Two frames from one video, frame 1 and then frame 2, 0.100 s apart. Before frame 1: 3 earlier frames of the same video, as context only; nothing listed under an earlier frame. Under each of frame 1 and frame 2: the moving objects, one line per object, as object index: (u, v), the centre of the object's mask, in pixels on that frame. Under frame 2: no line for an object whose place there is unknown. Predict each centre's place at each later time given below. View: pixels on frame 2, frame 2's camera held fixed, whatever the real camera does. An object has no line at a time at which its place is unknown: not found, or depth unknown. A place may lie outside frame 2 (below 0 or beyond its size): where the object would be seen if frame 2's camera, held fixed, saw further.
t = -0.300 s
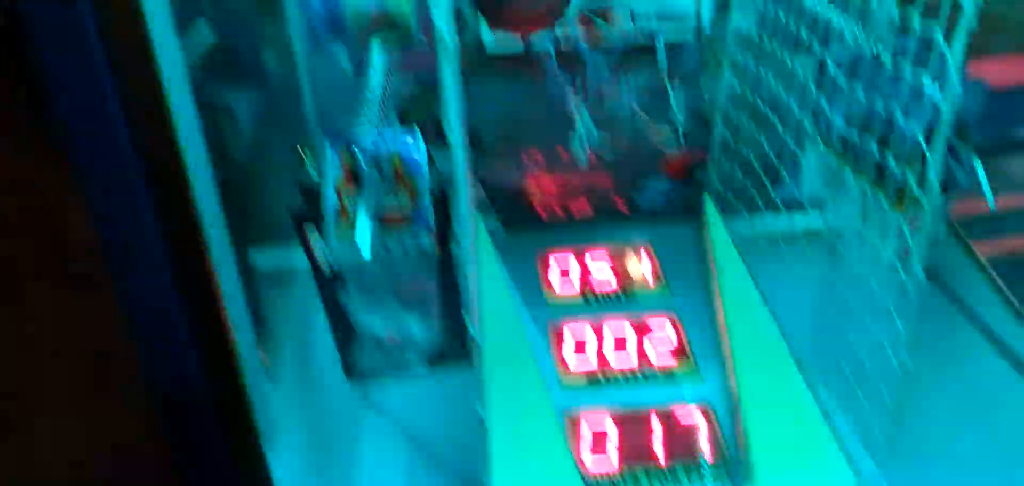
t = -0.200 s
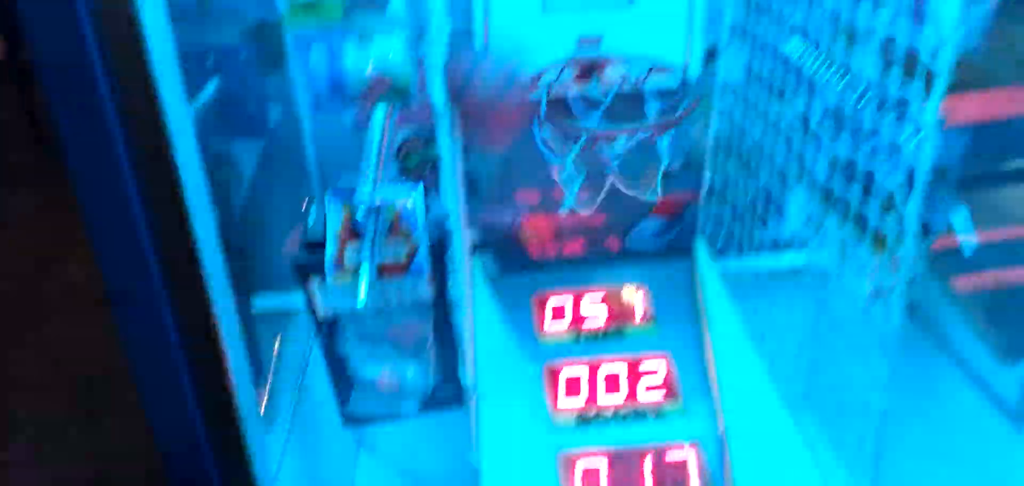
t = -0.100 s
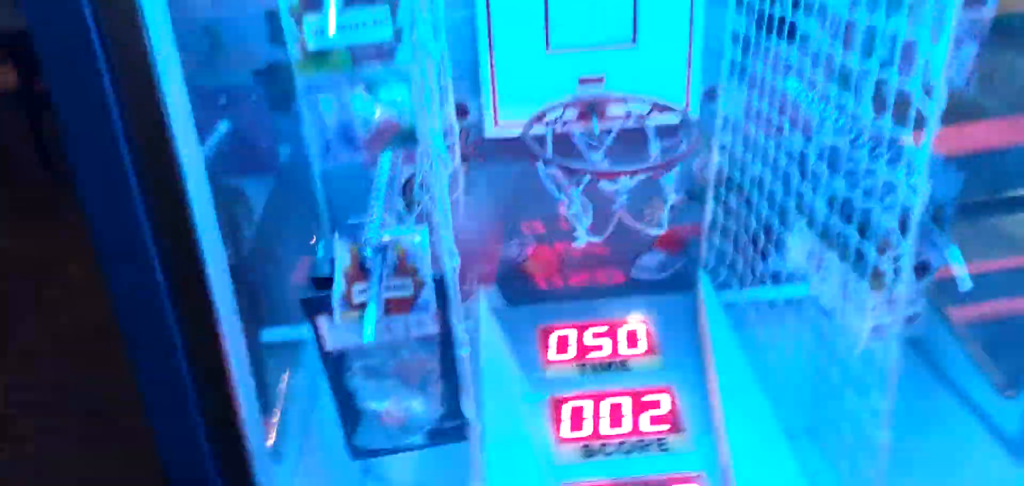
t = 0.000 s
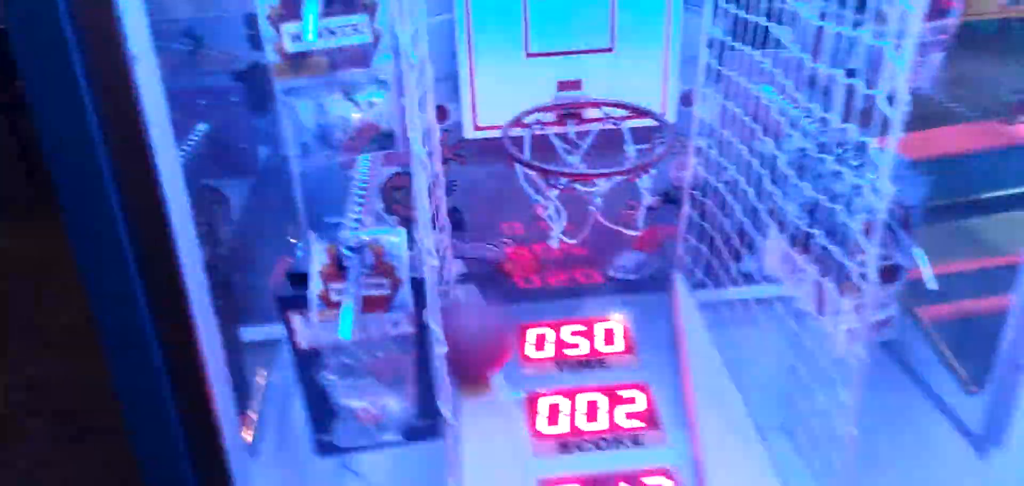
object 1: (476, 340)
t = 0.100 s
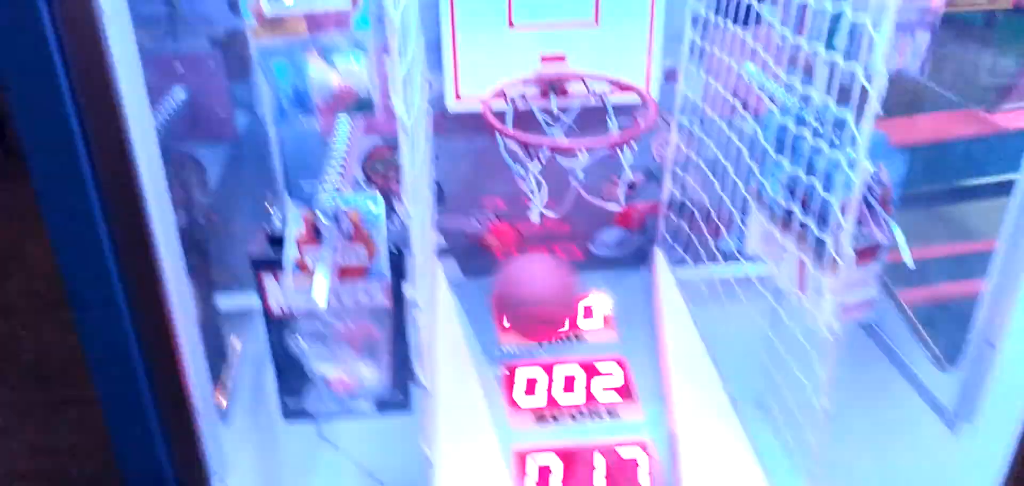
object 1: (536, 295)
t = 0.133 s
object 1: (564, 310)
